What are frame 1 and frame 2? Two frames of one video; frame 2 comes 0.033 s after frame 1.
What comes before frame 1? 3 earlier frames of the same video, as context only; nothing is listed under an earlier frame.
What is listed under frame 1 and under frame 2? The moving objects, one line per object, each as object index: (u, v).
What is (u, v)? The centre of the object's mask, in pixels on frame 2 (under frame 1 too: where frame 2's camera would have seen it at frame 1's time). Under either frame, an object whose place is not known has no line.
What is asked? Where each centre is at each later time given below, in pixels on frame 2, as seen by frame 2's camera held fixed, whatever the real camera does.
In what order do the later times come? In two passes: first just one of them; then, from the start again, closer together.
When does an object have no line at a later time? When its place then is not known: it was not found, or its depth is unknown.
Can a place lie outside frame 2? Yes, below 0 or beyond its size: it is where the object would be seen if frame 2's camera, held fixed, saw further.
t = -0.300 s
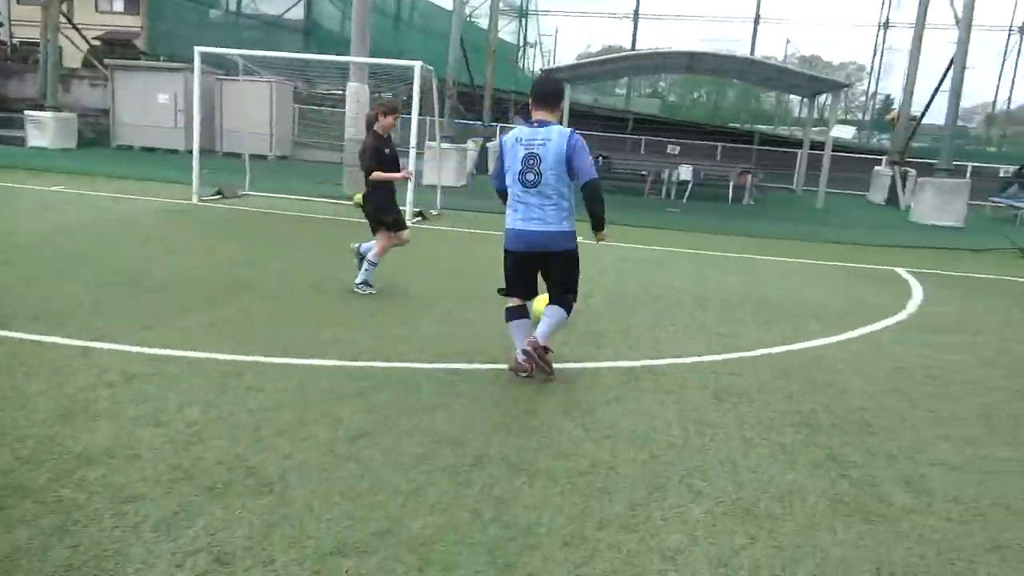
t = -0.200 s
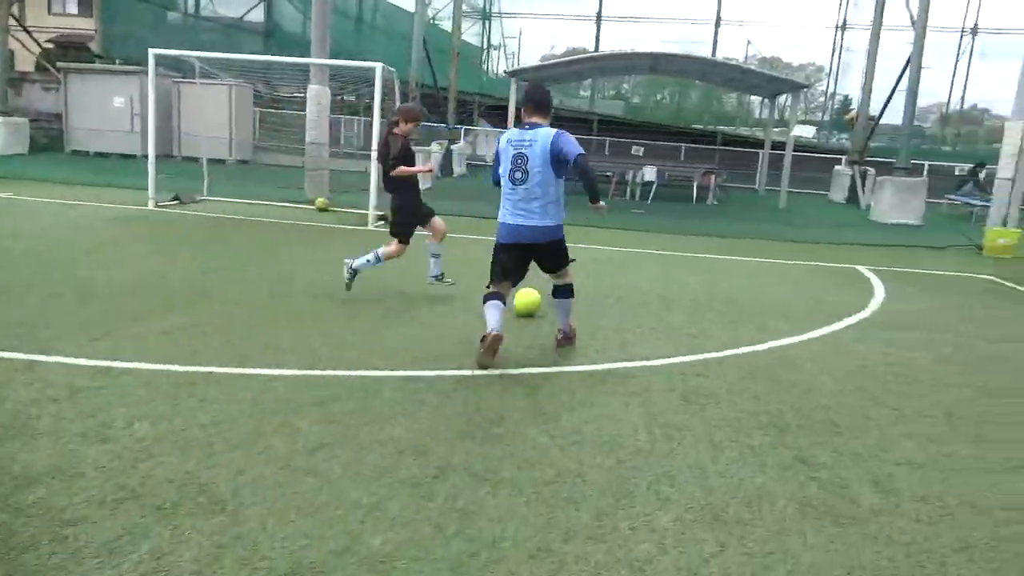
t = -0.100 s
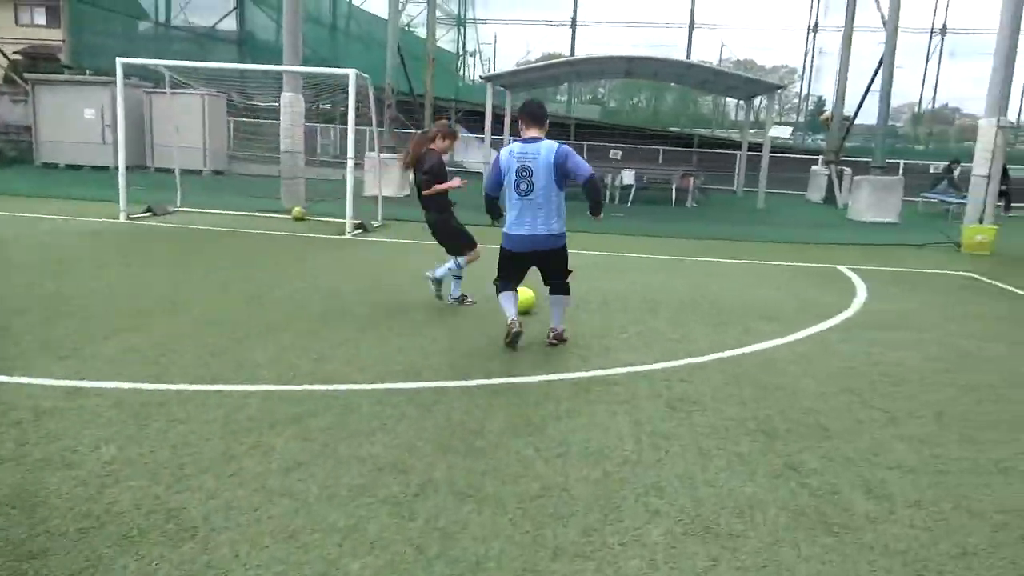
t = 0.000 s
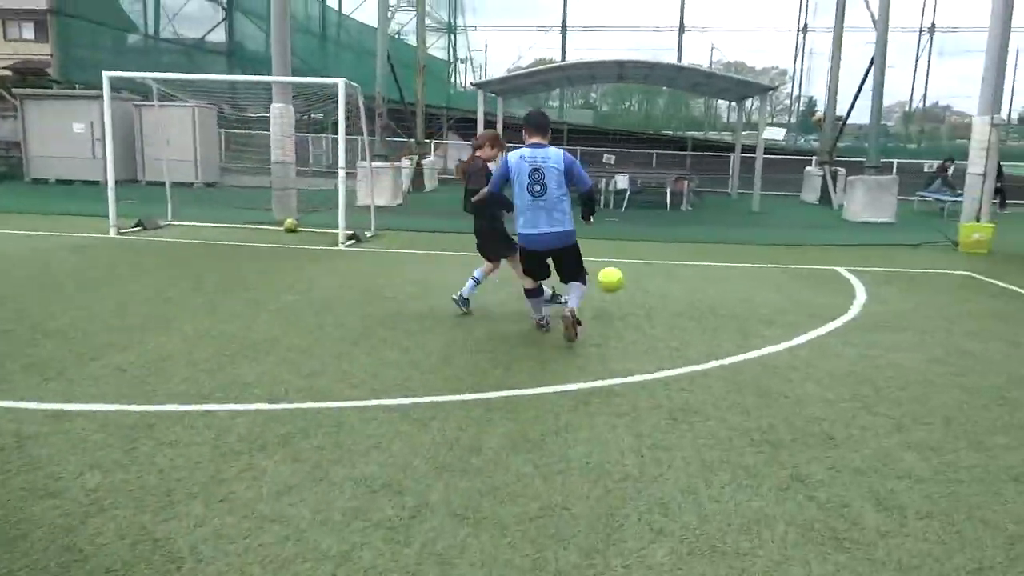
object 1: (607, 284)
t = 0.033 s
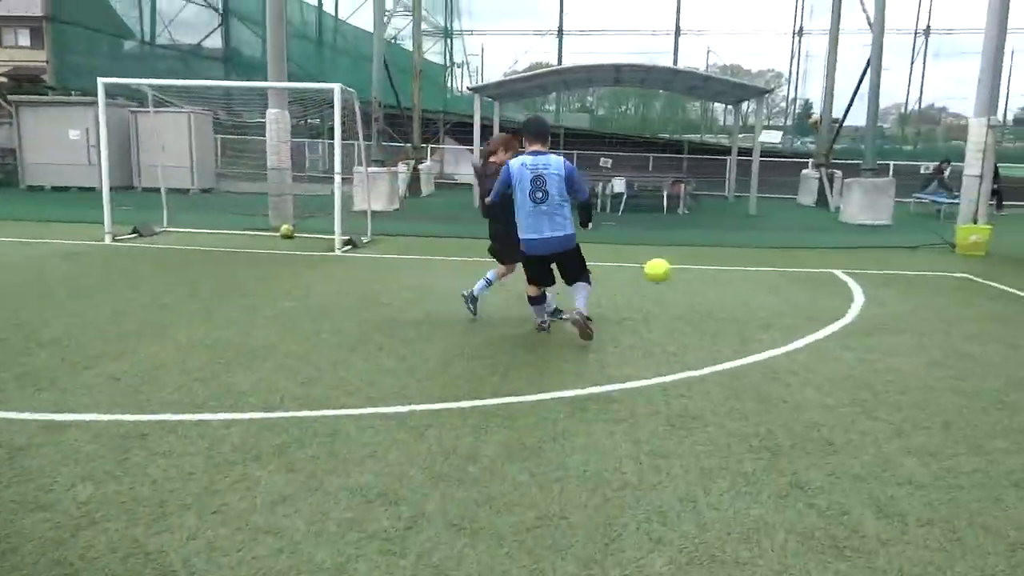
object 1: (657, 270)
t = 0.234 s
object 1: (933, 215)
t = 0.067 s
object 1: (705, 258)
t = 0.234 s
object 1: (933, 215)
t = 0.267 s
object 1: (977, 210)
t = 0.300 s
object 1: (1019, 206)
